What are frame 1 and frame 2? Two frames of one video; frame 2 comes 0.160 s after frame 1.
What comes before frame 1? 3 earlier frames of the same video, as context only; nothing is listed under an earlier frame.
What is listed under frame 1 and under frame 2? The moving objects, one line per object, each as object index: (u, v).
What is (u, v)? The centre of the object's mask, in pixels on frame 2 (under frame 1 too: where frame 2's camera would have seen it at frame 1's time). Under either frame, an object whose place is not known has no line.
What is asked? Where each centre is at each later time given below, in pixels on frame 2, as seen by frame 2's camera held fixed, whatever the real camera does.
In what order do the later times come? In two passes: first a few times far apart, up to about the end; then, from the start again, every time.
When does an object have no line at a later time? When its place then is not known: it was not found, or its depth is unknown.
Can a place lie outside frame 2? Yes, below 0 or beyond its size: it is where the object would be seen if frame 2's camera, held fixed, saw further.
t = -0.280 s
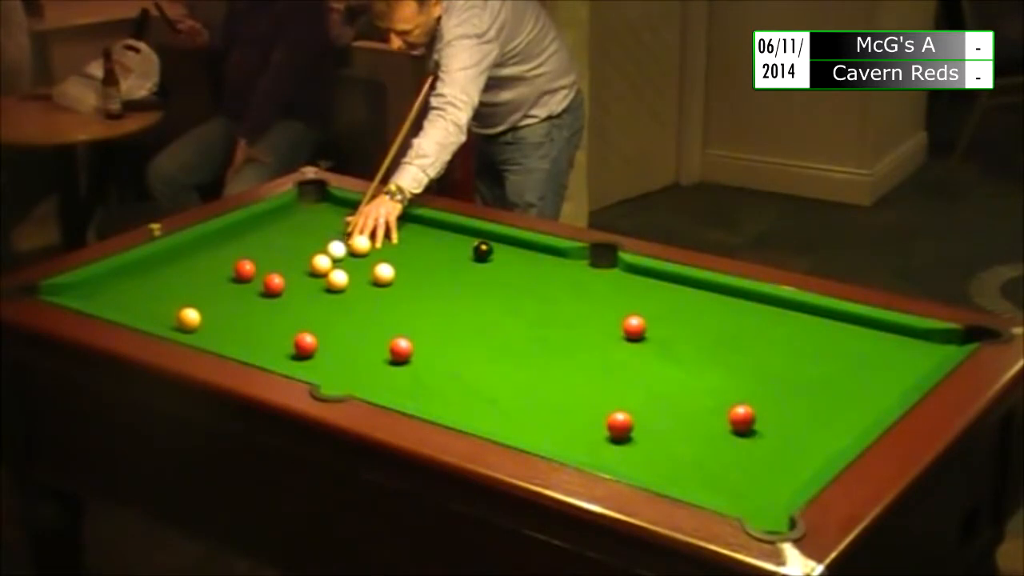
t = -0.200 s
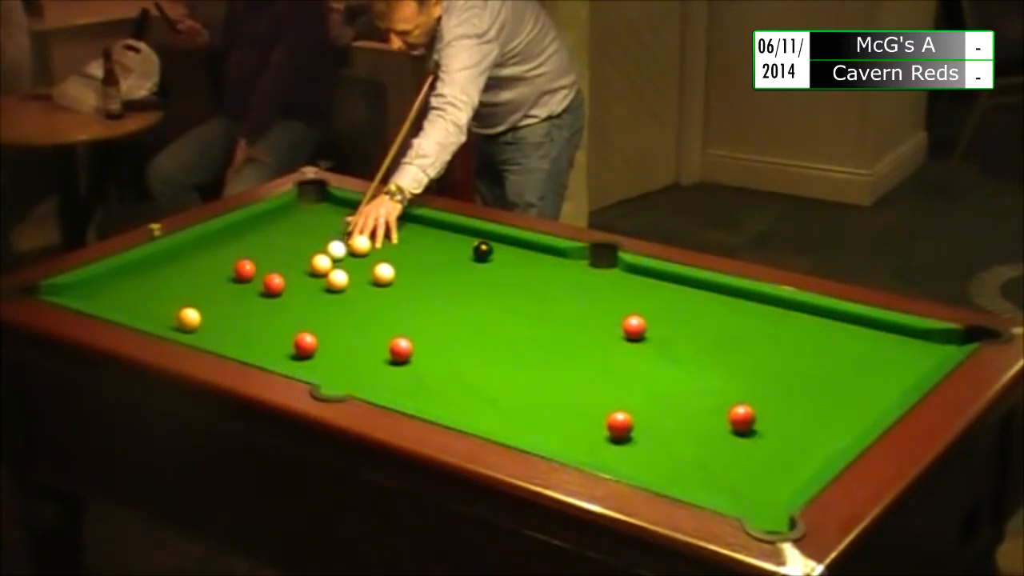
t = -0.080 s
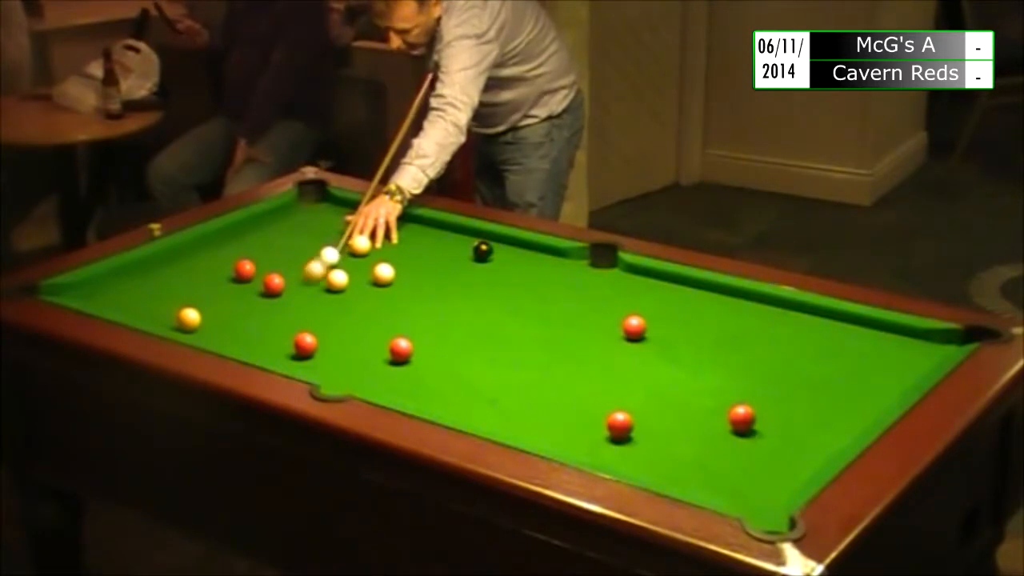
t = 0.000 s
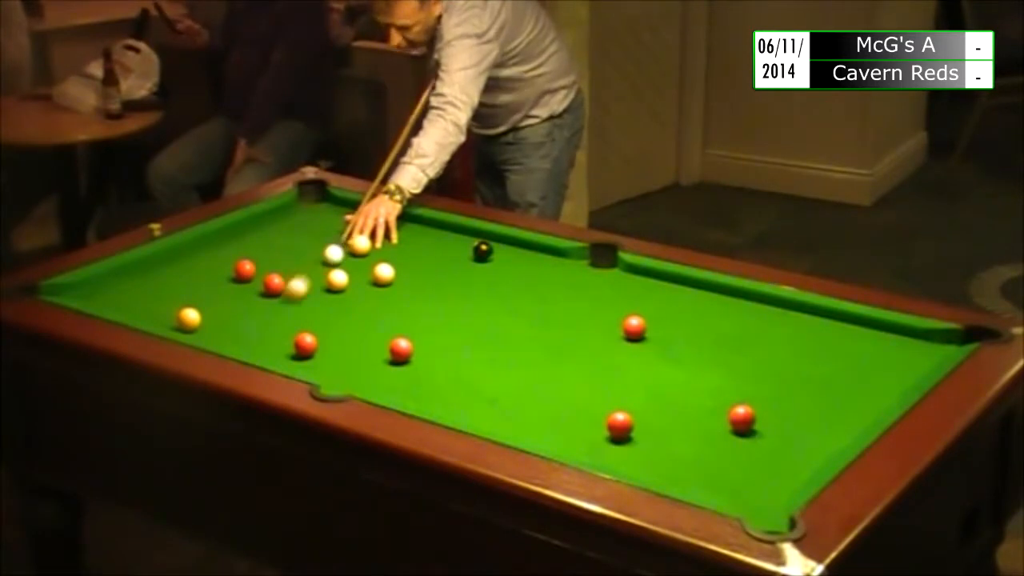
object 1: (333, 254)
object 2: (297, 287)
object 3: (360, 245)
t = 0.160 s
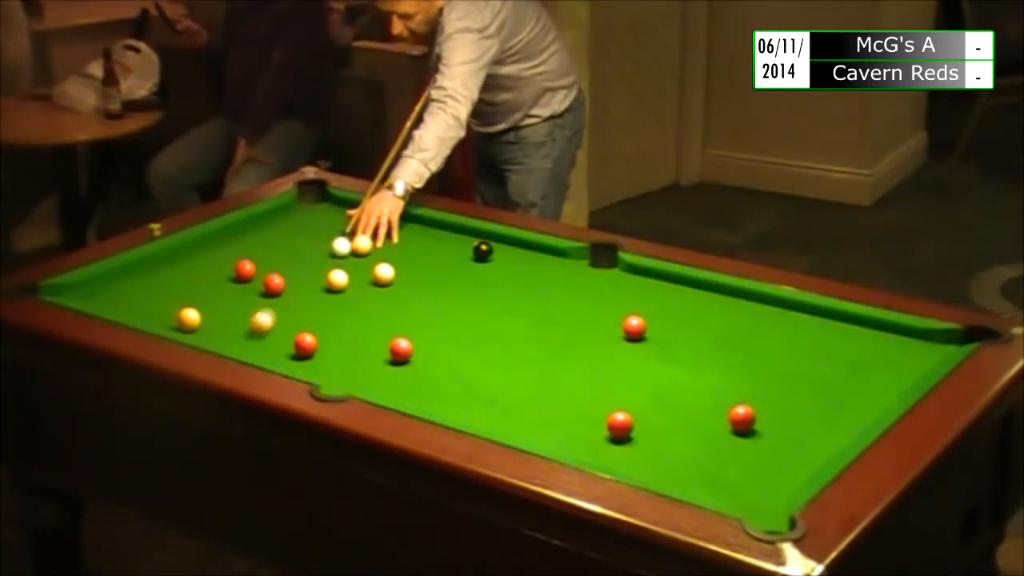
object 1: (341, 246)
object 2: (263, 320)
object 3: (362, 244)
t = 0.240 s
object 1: (340, 243)
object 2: (245, 337)
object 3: (364, 244)
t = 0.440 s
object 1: (339, 236)
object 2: (296, 329)
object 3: (372, 243)
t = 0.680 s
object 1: (337, 229)
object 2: (374, 314)
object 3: (377, 242)
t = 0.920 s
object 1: (336, 223)
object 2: (442, 297)
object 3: (378, 242)
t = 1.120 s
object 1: (334, 219)
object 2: (494, 285)
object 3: (378, 242)
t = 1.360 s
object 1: (333, 215)
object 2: (550, 272)
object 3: (378, 242)
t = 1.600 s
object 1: (332, 212)
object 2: (602, 260)
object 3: (378, 242)
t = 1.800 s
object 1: (332, 210)
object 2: (595, 257)
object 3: (378, 242)
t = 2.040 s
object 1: (331, 209)
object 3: (378, 242)
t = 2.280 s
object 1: (331, 208)
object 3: (378, 242)
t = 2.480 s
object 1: (331, 208)
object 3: (378, 242)
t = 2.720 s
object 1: (331, 208)
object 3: (378, 242)
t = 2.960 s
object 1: (331, 208)
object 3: (377, 241)
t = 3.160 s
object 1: (331, 208)
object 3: (377, 242)
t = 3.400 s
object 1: (331, 208)
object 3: (377, 242)
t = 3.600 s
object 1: (331, 208)
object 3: (377, 242)
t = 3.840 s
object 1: (331, 208)
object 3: (378, 242)
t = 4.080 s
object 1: (331, 209)
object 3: (378, 242)
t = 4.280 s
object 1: (331, 209)
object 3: (378, 242)
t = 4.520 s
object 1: (331, 209)
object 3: (378, 242)
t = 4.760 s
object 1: (330, 209)
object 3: (378, 242)
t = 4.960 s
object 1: (330, 209)
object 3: (378, 242)
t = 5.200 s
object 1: (330, 209)
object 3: (378, 242)
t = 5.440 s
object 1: (330, 209)
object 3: (378, 241)
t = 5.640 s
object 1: (330, 208)
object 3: (378, 241)
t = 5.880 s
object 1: (330, 209)
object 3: (378, 242)
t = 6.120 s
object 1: (330, 209)
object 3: (378, 242)
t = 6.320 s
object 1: (331, 209)
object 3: (378, 242)
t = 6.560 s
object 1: (331, 209)
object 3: (378, 242)
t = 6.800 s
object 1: (330, 209)
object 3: (378, 242)
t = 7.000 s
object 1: (331, 209)
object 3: (378, 242)
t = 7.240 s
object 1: (331, 209)
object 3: (378, 242)
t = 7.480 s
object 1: (330, 209)
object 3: (378, 242)
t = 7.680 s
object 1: (331, 209)
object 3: (378, 242)
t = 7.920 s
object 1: (330, 209)
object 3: (378, 242)
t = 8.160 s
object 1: (330, 209)
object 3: (378, 242)
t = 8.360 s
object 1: (330, 209)
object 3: (378, 242)
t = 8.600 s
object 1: (330, 208)
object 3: (378, 242)
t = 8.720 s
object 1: (330, 208)
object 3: (378, 242)
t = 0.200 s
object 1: (341, 244)
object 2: (254, 329)
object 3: (363, 244)
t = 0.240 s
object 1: (340, 243)
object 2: (245, 337)
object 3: (364, 244)
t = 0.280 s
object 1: (340, 241)
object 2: (240, 343)
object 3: (367, 243)
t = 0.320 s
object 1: (339, 240)
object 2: (255, 341)
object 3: (368, 244)
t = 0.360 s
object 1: (339, 238)
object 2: (270, 338)
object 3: (369, 243)
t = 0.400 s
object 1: (339, 237)
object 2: (283, 334)
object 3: (371, 243)
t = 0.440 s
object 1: (339, 236)
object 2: (296, 329)
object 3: (372, 243)
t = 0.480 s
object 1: (338, 234)
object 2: (312, 325)
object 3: (373, 243)
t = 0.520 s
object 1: (338, 233)
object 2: (324, 325)
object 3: (374, 243)
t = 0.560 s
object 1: (338, 232)
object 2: (336, 322)
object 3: (374, 242)
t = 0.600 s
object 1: (338, 231)
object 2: (349, 319)
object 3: (375, 242)
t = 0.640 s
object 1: (337, 230)
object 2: (361, 316)
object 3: (376, 242)
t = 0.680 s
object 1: (337, 229)
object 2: (374, 314)
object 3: (377, 242)
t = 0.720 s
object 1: (337, 228)
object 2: (385, 311)
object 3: (377, 242)
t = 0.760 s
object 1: (337, 227)
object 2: (397, 308)
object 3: (377, 242)
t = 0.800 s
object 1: (336, 226)
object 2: (409, 305)
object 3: (377, 242)
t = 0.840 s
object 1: (336, 225)
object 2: (420, 302)
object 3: (378, 242)
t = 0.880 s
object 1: (336, 224)
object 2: (432, 300)
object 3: (378, 242)
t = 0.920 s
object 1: (336, 223)
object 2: (442, 297)
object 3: (378, 242)
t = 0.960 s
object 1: (335, 222)
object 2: (453, 295)
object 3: (378, 242)
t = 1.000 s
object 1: (335, 221)
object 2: (464, 292)
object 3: (378, 242)
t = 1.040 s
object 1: (335, 220)
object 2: (474, 290)
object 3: (378, 242)
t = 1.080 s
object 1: (335, 220)
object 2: (484, 288)
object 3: (378, 242)
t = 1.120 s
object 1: (334, 219)
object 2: (494, 285)
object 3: (378, 242)
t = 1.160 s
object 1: (334, 218)
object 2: (504, 283)
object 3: (378, 242)
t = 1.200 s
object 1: (334, 217)
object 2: (514, 281)
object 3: (378, 242)
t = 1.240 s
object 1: (334, 217)
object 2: (523, 278)
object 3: (378, 242)
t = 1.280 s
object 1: (334, 216)
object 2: (533, 276)
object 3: (378, 242)
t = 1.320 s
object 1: (333, 216)
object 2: (542, 274)
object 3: (378, 242)
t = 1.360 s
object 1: (333, 215)
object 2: (550, 272)
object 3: (378, 242)
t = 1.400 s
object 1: (333, 214)
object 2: (559, 270)
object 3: (378, 242)
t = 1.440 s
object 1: (333, 214)
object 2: (569, 268)
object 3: (378, 242)
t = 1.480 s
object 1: (333, 213)
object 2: (576, 266)
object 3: (378, 242)
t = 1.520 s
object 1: (333, 213)
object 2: (586, 264)
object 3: (378, 242)
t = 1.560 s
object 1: (332, 212)
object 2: (594, 262)
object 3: (378, 242)
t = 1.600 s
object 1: (332, 212)
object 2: (602, 260)
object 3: (378, 242)
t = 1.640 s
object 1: (332, 212)
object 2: (607, 258)
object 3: (378, 242)
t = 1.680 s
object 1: (332, 211)
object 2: (602, 257)
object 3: (377, 242)
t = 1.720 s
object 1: (332, 211)
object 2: (598, 257)
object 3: (378, 242)
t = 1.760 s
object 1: (332, 210)
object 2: (596, 256)
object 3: (378, 242)
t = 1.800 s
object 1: (332, 210)
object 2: (595, 257)
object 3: (378, 242)
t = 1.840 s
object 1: (332, 210)
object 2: (598, 258)
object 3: (378, 242)
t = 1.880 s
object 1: (332, 210)
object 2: (604, 263)
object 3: (378, 242)
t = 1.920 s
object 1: (331, 209)
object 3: (378, 242)
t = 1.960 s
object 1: (331, 209)
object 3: (378, 242)
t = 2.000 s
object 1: (331, 209)
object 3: (378, 242)
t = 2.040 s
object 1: (331, 209)
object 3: (378, 242)
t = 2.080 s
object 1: (331, 209)
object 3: (378, 242)
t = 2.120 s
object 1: (331, 209)
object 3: (378, 242)
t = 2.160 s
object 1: (331, 208)
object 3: (378, 242)
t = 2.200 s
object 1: (331, 208)
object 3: (378, 242)
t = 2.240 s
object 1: (331, 208)
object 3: (378, 242)
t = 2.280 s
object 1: (331, 208)
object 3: (378, 242)
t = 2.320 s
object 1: (331, 208)
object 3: (378, 242)
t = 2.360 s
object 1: (331, 208)
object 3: (378, 242)
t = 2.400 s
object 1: (331, 208)
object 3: (378, 242)
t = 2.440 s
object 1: (331, 208)
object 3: (378, 242)
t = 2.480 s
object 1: (331, 208)
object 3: (378, 242)
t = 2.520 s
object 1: (331, 208)
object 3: (378, 242)
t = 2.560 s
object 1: (331, 208)
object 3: (378, 242)
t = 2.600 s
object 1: (331, 208)
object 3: (378, 242)
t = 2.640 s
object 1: (331, 208)
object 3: (377, 242)
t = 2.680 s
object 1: (331, 208)
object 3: (378, 242)
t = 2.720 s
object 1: (331, 208)
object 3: (378, 242)
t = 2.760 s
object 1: (331, 208)
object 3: (378, 242)
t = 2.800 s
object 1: (331, 208)
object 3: (377, 242)
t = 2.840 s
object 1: (331, 208)
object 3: (377, 242)
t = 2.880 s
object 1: (331, 208)
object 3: (377, 242)
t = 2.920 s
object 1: (331, 208)
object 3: (377, 242)
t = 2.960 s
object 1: (331, 208)
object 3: (377, 241)
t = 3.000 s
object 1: (331, 208)
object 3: (377, 242)
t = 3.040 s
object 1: (331, 208)
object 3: (377, 242)
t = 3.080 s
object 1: (331, 208)
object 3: (377, 242)
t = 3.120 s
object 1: (331, 208)
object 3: (377, 242)
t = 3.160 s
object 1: (331, 208)
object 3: (377, 242)
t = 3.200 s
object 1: (331, 208)
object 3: (377, 242)
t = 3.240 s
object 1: (331, 208)
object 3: (377, 242)
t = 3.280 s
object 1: (331, 208)
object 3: (377, 242)
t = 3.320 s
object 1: (331, 208)
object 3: (377, 242)
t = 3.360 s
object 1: (331, 208)
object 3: (377, 242)
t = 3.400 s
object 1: (331, 208)
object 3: (377, 242)
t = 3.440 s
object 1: (331, 208)
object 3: (377, 242)
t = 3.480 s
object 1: (331, 208)
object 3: (377, 242)
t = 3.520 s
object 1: (331, 208)
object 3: (377, 242)
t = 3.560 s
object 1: (331, 208)
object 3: (377, 242)
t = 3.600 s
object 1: (331, 208)
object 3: (377, 242)
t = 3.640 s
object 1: (331, 208)
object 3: (377, 242)
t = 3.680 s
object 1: (331, 208)
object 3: (377, 242)
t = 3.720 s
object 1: (331, 208)
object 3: (377, 242)
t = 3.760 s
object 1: (331, 208)
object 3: (378, 242)
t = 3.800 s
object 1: (331, 209)
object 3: (378, 242)
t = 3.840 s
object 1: (331, 208)
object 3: (378, 242)
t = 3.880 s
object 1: (331, 209)
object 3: (378, 242)
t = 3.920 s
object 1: (331, 209)
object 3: (378, 242)
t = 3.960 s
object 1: (330, 208)
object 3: (378, 241)
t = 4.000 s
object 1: (330, 208)
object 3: (378, 241)
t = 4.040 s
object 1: (331, 209)
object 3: (378, 242)
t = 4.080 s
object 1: (331, 209)
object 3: (378, 242)
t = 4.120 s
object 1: (331, 209)
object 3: (378, 242)
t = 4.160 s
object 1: (331, 209)
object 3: (378, 242)
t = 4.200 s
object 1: (331, 209)
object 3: (378, 242)
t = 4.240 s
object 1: (331, 209)
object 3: (378, 242)
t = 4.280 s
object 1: (331, 209)
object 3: (378, 242)
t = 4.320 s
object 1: (331, 209)
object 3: (378, 242)
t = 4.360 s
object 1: (331, 209)
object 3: (378, 242)
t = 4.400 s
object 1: (331, 209)
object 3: (378, 242)
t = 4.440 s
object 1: (331, 209)
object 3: (378, 242)
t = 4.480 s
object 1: (331, 209)
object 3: (378, 242)
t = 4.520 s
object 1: (331, 209)
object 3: (378, 242)
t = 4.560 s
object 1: (330, 209)
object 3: (378, 242)
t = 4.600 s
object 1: (331, 209)
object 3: (378, 242)
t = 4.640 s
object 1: (330, 209)
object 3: (378, 242)
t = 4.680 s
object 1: (331, 209)
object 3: (378, 242)
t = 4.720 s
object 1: (331, 209)
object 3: (378, 242)
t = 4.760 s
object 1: (330, 209)
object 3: (378, 242)
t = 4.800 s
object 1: (331, 209)
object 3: (378, 242)
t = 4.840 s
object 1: (330, 209)
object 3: (378, 242)
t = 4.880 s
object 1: (330, 209)
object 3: (378, 242)
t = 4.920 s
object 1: (330, 209)
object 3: (378, 242)
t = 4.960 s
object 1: (330, 209)
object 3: (378, 242)
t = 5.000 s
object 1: (330, 209)
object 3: (378, 242)
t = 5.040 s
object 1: (330, 209)
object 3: (378, 242)
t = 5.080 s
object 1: (330, 209)
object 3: (378, 242)
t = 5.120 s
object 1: (330, 209)
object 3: (378, 242)
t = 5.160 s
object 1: (330, 209)
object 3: (378, 242)
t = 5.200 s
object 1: (330, 209)
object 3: (378, 242)
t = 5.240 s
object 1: (330, 209)
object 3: (378, 242)
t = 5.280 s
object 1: (330, 209)
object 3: (378, 242)
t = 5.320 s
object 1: (330, 209)
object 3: (378, 242)
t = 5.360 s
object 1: (330, 209)
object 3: (378, 242)
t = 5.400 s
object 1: (330, 209)
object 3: (378, 241)
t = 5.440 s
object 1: (330, 209)
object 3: (378, 241)
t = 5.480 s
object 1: (330, 209)
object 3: (378, 241)
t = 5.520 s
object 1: (330, 209)
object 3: (378, 241)
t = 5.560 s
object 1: (330, 208)
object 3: (378, 241)
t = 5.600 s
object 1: (330, 208)
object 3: (378, 241)
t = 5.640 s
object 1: (330, 208)
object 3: (378, 241)
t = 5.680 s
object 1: (330, 208)
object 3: (378, 241)
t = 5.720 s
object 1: (330, 208)
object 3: (378, 241)
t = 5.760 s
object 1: (330, 208)
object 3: (378, 241)
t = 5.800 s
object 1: (330, 208)
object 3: (378, 241)
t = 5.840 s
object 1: (330, 208)
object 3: (378, 242)
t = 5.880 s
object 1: (330, 209)
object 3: (378, 242)
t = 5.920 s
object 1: (330, 208)
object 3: (378, 242)
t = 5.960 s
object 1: (330, 208)
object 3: (378, 242)
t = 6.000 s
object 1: (330, 208)
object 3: (378, 242)
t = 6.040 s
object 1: (330, 208)
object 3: (378, 242)
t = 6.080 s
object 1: (330, 209)
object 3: (378, 242)
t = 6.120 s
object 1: (330, 209)
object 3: (378, 242)
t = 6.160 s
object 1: (331, 209)
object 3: (378, 242)
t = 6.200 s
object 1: (331, 209)
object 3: (378, 242)
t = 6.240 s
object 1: (331, 209)
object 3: (378, 242)
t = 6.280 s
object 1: (331, 209)
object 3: (378, 242)
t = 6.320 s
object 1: (331, 209)
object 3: (378, 242)
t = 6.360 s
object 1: (331, 209)
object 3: (378, 242)
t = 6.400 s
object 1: (331, 209)
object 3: (378, 242)
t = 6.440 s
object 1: (331, 209)
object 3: (378, 242)
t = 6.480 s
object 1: (331, 209)
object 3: (378, 242)
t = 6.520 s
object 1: (331, 209)
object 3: (378, 242)
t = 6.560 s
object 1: (331, 209)
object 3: (378, 242)
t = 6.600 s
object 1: (330, 209)
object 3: (378, 242)
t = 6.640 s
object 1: (330, 209)
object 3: (378, 242)
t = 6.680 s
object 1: (330, 209)
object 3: (378, 242)
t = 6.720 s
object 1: (330, 209)
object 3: (378, 242)
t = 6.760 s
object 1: (330, 209)
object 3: (378, 242)
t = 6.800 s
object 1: (330, 209)
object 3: (378, 242)
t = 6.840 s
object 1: (330, 209)
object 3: (378, 242)
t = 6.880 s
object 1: (330, 209)
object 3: (378, 242)
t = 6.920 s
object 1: (330, 209)
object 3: (378, 242)
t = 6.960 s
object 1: (331, 209)
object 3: (378, 242)
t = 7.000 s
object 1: (331, 209)
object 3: (378, 242)
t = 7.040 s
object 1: (330, 209)
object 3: (378, 242)
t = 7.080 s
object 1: (331, 209)
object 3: (378, 242)
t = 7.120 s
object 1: (331, 209)
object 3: (378, 242)
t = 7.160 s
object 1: (330, 209)
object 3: (378, 242)
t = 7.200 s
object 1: (330, 209)
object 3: (378, 242)
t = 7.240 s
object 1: (331, 209)
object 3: (378, 242)
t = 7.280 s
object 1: (330, 209)
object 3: (378, 242)
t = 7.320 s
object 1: (330, 209)
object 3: (378, 242)
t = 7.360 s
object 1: (330, 209)
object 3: (378, 242)
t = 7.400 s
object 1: (331, 209)
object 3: (378, 242)
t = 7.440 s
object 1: (331, 209)
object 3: (378, 242)
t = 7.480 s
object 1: (330, 209)
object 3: (378, 242)
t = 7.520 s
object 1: (331, 209)
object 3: (378, 242)
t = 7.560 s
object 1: (330, 209)
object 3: (378, 242)
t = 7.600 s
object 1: (331, 209)
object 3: (378, 242)
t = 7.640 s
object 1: (331, 209)
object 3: (378, 242)
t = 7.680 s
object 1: (331, 209)
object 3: (378, 242)
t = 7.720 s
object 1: (330, 209)
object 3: (378, 242)
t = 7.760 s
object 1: (331, 209)
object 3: (378, 242)
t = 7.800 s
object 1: (330, 209)
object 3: (378, 242)
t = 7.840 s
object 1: (331, 209)
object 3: (378, 242)
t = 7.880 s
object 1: (330, 209)
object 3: (378, 242)
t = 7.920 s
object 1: (330, 209)
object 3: (378, 242)
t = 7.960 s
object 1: (330, 209)
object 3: (378, 242)
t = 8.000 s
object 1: (331, 209)
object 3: (378, 242)
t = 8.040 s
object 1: (330, 209)
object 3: (378, 242)
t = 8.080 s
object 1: (331, 209)
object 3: (378, 242)
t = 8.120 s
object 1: (330, 209)
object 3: (378, 242)
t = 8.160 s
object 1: (330, 209)
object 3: (378, 242)
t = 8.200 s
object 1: (330, 209)
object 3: (378, 242)
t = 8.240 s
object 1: (330, 209)
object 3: (378, 242)
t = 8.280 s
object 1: (330, 208)
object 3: (378, 242)
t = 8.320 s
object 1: (331, 209)
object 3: (378, 242)
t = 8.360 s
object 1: (330, 209)
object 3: (378, 242)
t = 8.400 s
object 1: (330, 208)
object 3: (378, 242)
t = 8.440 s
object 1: (330, 208)
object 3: (378, 242)
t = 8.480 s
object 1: (330, 208)
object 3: (378, 242)
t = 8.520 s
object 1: (330, 208)
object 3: (378, 242)
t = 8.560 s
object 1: (330, 208)
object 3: (378, 242)
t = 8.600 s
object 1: (330, 208)
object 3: (378, 242)
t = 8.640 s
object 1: (331, 209)
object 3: (378, 242)
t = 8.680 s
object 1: (330, 208)
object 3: (378, 242)
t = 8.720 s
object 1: (330, 208)
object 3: (378, 242)
